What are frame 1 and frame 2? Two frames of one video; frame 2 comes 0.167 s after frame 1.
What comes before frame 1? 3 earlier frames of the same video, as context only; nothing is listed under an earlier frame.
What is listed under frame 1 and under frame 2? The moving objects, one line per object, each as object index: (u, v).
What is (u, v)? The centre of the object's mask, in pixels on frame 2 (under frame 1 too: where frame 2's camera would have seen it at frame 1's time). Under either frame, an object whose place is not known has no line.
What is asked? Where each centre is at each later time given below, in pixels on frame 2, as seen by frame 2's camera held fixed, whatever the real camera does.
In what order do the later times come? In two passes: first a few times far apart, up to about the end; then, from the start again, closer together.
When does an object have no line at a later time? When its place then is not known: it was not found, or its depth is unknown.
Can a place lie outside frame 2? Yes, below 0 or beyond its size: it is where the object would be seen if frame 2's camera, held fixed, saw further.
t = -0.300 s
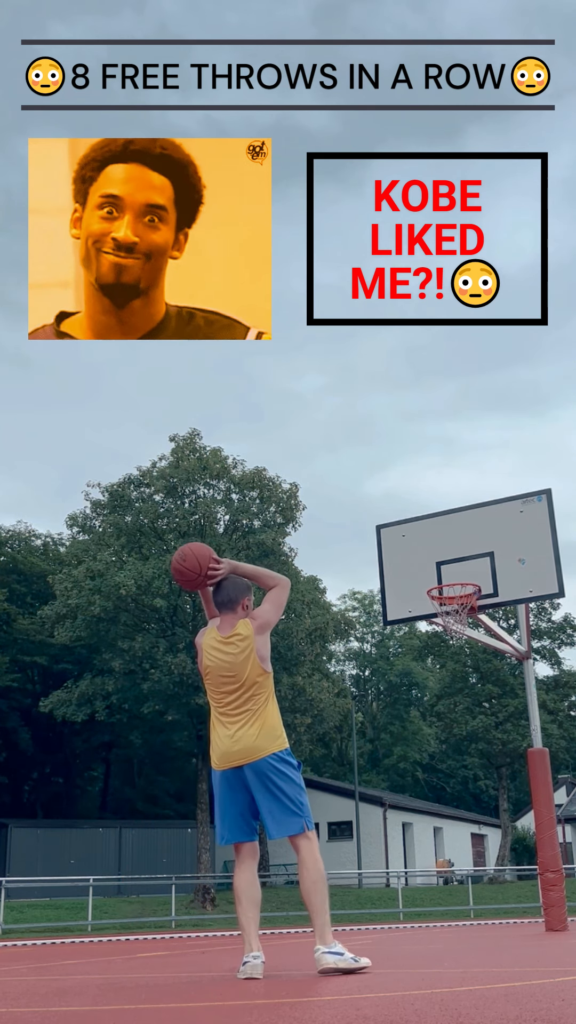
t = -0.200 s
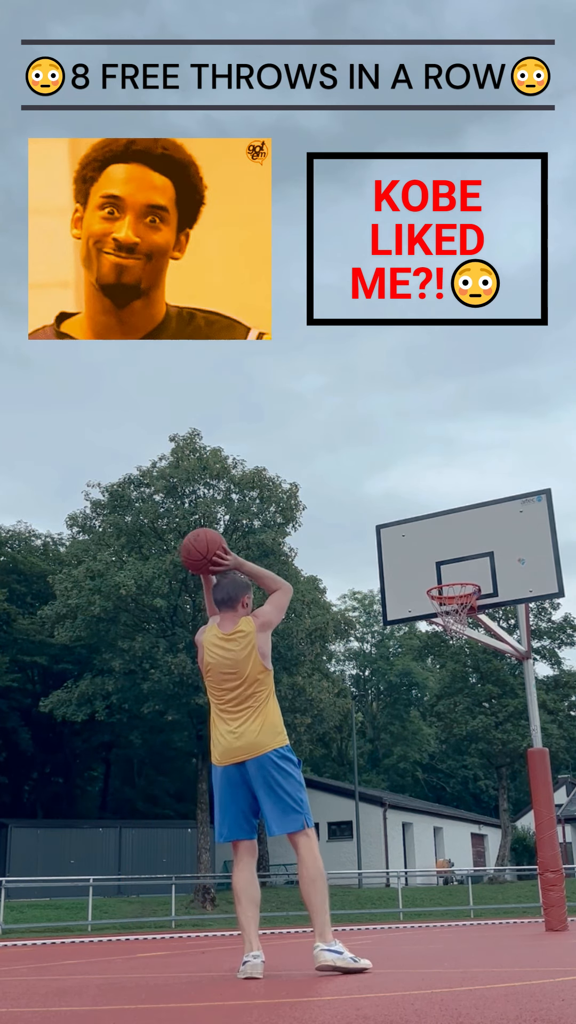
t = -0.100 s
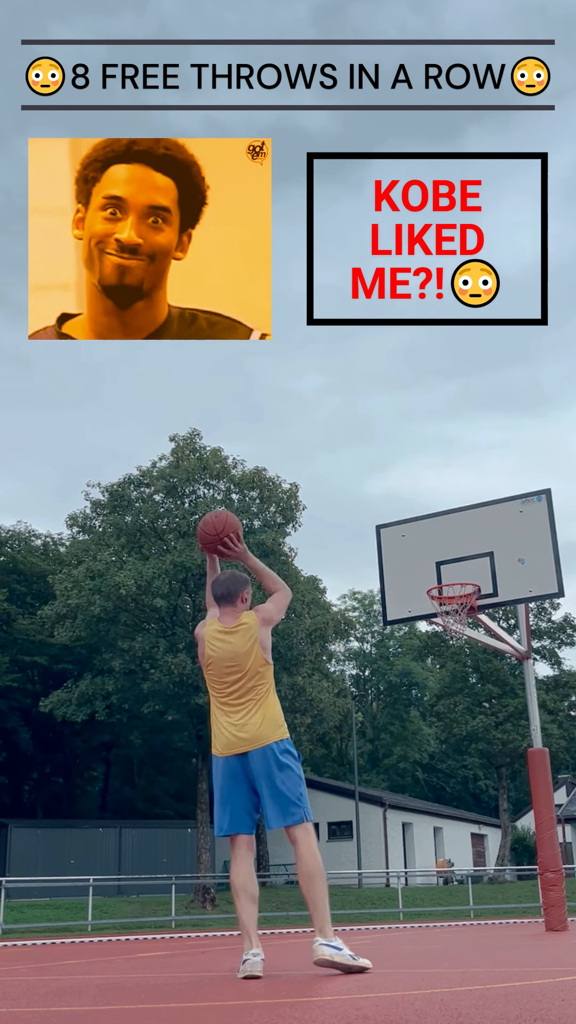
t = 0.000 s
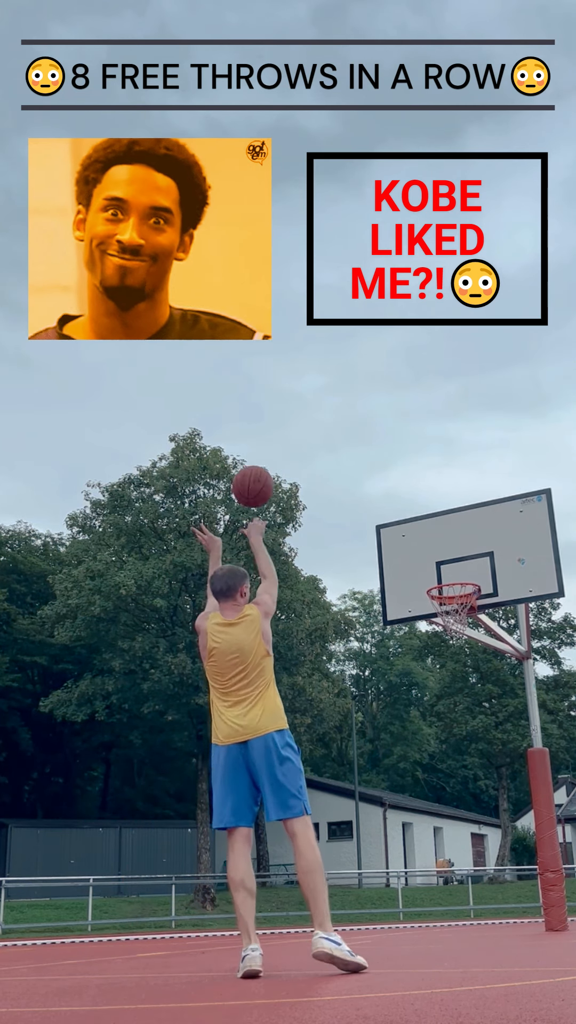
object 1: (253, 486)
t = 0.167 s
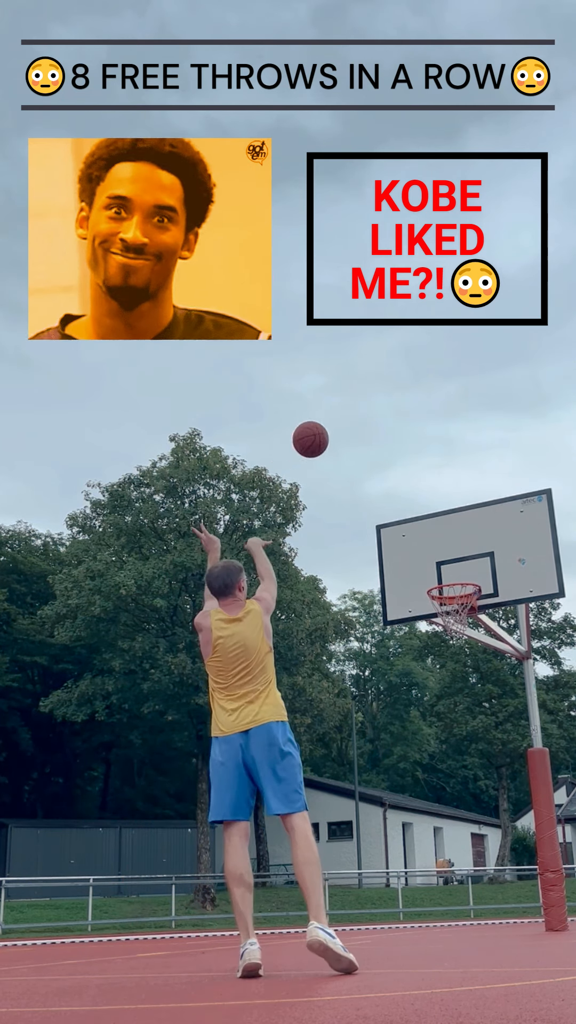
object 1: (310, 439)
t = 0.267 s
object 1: (338, 433)
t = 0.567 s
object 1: (403, 482)
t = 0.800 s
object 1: (444, 572)
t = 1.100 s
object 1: (481, 684)
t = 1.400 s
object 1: (528, 906)
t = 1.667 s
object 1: (514, 768)
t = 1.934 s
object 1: (503, 683)
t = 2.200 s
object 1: (499, 692)
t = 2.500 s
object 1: (506, 842)
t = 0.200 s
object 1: (320, 436)
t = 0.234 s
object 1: (329, 434)
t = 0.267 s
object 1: (338, 433)
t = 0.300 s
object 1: (346, 434)
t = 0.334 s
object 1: (355, 436)
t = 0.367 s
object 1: (362, 440)
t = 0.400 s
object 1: (370, 444)
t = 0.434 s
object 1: (377, 450)
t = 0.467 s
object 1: (384, 456)
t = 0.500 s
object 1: (390, 464)
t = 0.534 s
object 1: (397, 472)
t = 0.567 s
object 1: (403, 482)
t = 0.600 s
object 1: (410, 492)
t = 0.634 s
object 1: (416, 504)
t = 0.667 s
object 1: (422, 516)
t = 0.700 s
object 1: (427, 529)
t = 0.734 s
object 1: (433, 542)
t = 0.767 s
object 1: (439, 557)
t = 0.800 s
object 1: (444, 572)
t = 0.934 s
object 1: (463, 626)
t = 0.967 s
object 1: (466, 632)
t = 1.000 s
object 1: (469, 643)
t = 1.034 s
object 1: (473, 655)
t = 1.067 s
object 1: (477, 669)
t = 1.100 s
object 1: (481, 684)
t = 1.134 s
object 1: (485, 701)
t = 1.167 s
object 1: (490, 720)
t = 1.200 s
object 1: (494, 741)
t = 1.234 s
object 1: (500, 764)
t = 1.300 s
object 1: (510, 814)
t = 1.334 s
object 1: (516, 843)
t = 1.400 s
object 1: (528, 906)
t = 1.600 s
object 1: (519, 804)
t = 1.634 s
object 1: (516, 785)
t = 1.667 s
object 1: (514, 768)
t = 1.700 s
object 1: (512, 752)
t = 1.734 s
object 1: (510, 738)
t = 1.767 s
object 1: (509, 725)
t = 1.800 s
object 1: (507, 714)
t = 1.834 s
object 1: (506, 704)
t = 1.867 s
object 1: (505, 696)
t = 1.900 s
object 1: (503, 689)
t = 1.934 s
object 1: (503, 683)
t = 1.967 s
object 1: (502, 680)
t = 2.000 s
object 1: (501, 676)
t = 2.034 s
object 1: (500, 675)
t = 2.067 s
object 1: (500, 675)
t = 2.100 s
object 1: (499, 676)
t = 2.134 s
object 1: (499, 680)
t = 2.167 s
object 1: (499, 685)
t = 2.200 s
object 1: (499, 692)
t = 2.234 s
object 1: (499, 700)
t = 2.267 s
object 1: (500, 710)
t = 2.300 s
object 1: (500, 723)
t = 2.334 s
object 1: (500, 738)
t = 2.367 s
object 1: (501, 754)
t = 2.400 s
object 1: (502, 772)
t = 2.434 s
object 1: (503, 793)
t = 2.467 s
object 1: (505, 816)
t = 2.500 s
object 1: (506, 842)
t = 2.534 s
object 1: (507, 871)
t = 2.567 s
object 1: (509, 902)
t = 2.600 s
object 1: (511, 934)
